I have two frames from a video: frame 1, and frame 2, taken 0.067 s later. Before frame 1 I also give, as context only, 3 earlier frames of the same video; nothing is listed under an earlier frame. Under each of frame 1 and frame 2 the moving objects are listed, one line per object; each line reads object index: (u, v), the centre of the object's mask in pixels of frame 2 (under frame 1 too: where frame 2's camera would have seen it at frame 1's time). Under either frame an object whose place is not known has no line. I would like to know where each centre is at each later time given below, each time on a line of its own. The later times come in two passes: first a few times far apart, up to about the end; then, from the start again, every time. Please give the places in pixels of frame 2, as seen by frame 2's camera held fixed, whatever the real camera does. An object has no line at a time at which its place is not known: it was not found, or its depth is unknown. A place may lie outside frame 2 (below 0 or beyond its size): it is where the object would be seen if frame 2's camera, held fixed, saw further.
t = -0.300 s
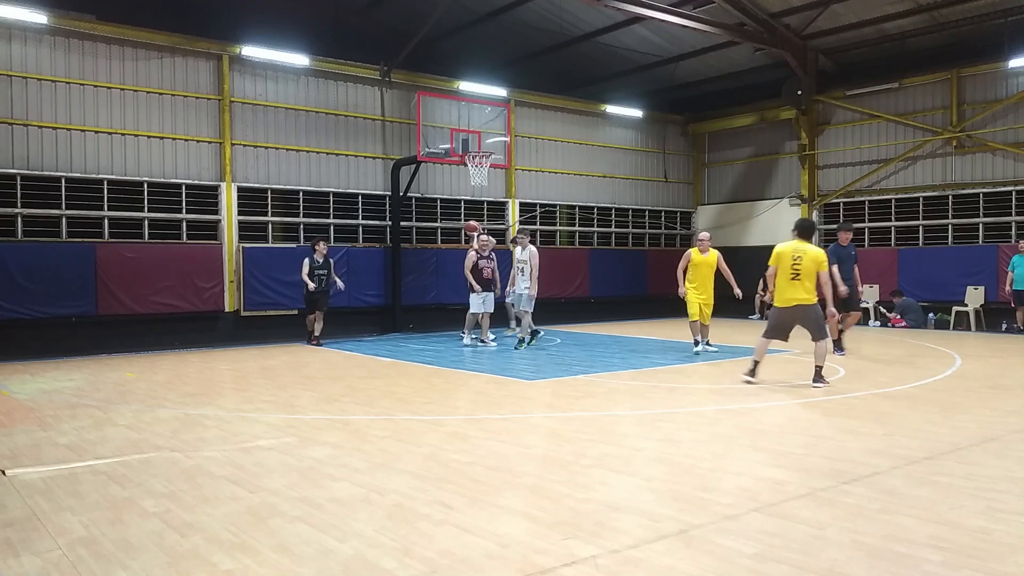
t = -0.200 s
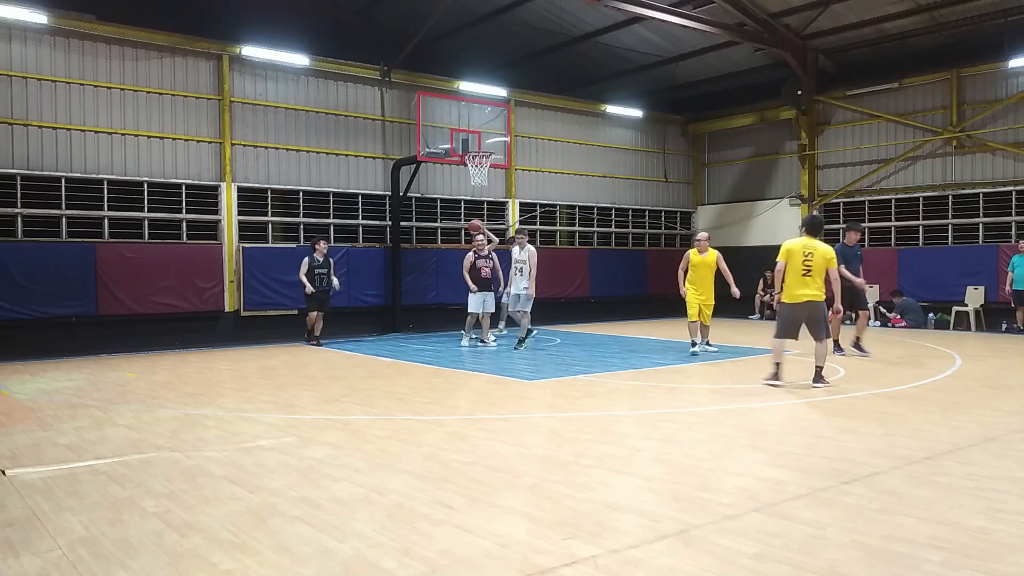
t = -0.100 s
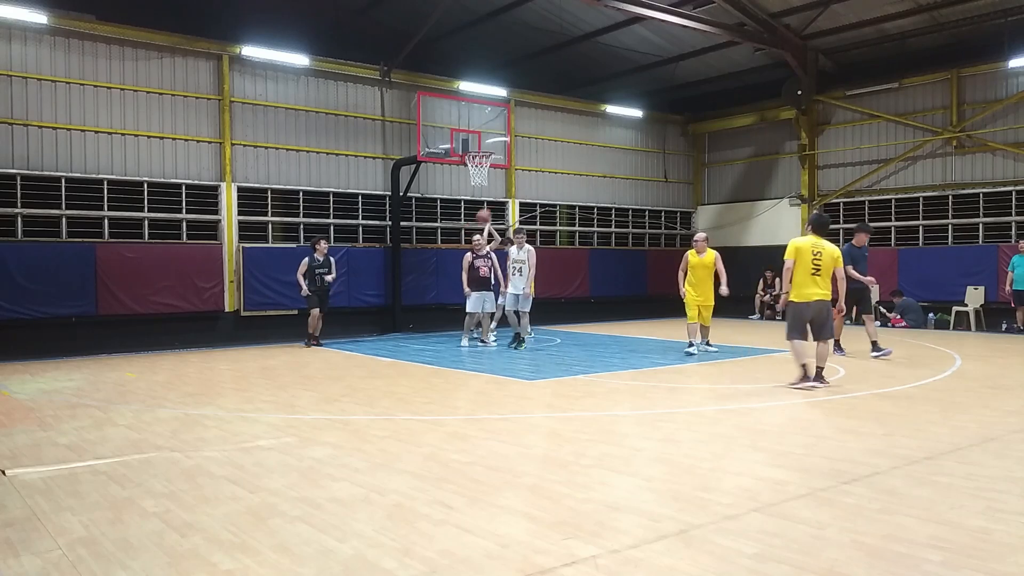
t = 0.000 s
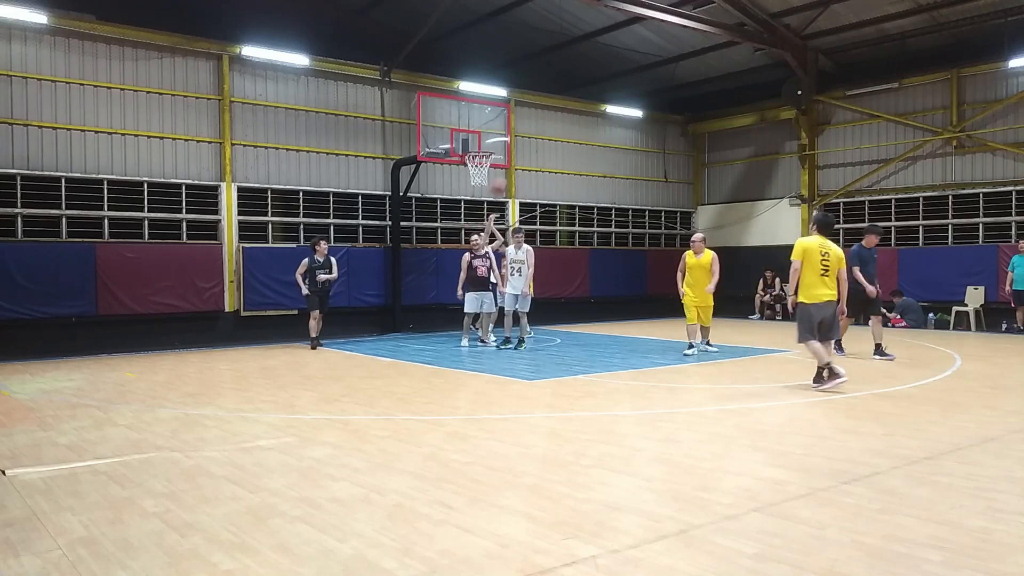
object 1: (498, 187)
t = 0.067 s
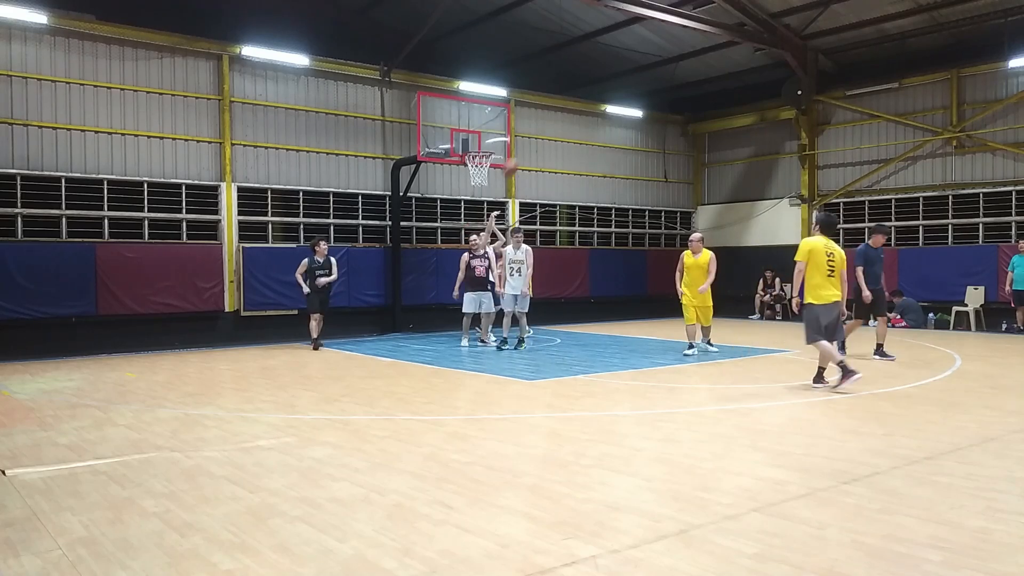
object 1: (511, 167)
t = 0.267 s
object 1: (547, 121)
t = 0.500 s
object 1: (595, 96)
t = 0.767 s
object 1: (658, 116)
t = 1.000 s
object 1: (723, 183)
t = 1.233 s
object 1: (797, 310)
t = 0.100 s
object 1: (517, 157)
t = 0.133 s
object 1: (523, 149)
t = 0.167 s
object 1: (529, 141)
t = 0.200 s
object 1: (535, 134)
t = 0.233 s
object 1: (541, 127)
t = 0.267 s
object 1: (547, 121)
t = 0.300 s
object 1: (554, 115)
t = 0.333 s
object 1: (561, 110)
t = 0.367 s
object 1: (567, 105)
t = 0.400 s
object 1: (574, 102)
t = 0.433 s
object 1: (581, 100)
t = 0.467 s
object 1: (588, 97)
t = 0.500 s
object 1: (595, 96)
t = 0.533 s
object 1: (602, 95)
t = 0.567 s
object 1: (609, 95)
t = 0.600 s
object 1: (617, 97)
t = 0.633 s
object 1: (625, 99)
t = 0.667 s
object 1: (633, 101)
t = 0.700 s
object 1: (642, 105)
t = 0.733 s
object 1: (651, 110)
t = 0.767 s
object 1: (658, 116)
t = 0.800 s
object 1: (667, 122)
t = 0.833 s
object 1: (676, 130)
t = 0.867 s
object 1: (685, 138)
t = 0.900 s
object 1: (694, 148)
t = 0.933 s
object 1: (703, 158)
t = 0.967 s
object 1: (712, 169)
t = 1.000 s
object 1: (723, 183)
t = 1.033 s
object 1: (732, 196)
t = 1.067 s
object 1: (742, 212)
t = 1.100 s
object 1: (752, 230)
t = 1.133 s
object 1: (766, 254)
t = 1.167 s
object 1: (774, 267)
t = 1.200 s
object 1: (787, 291)
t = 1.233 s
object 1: (797, 310)
